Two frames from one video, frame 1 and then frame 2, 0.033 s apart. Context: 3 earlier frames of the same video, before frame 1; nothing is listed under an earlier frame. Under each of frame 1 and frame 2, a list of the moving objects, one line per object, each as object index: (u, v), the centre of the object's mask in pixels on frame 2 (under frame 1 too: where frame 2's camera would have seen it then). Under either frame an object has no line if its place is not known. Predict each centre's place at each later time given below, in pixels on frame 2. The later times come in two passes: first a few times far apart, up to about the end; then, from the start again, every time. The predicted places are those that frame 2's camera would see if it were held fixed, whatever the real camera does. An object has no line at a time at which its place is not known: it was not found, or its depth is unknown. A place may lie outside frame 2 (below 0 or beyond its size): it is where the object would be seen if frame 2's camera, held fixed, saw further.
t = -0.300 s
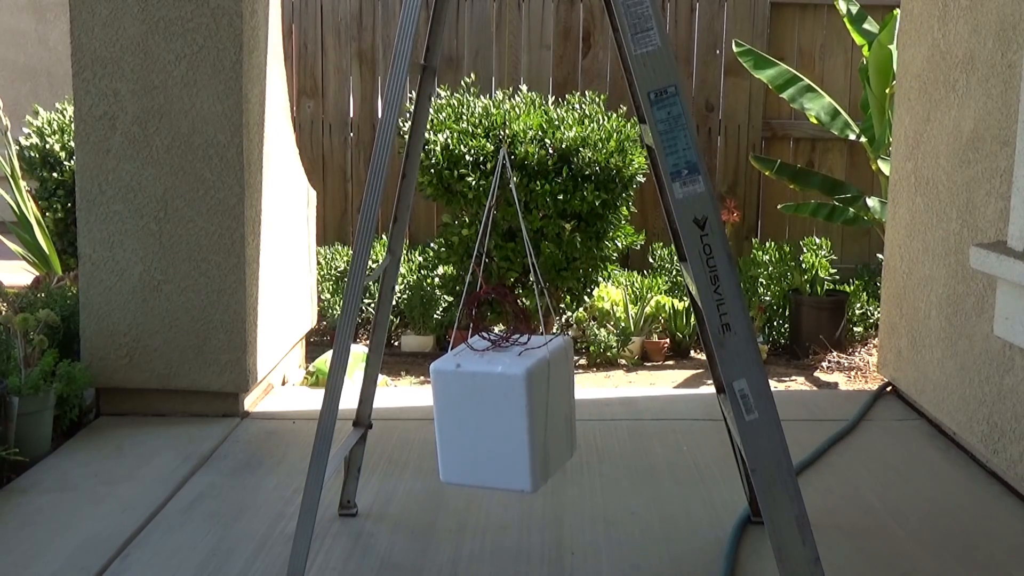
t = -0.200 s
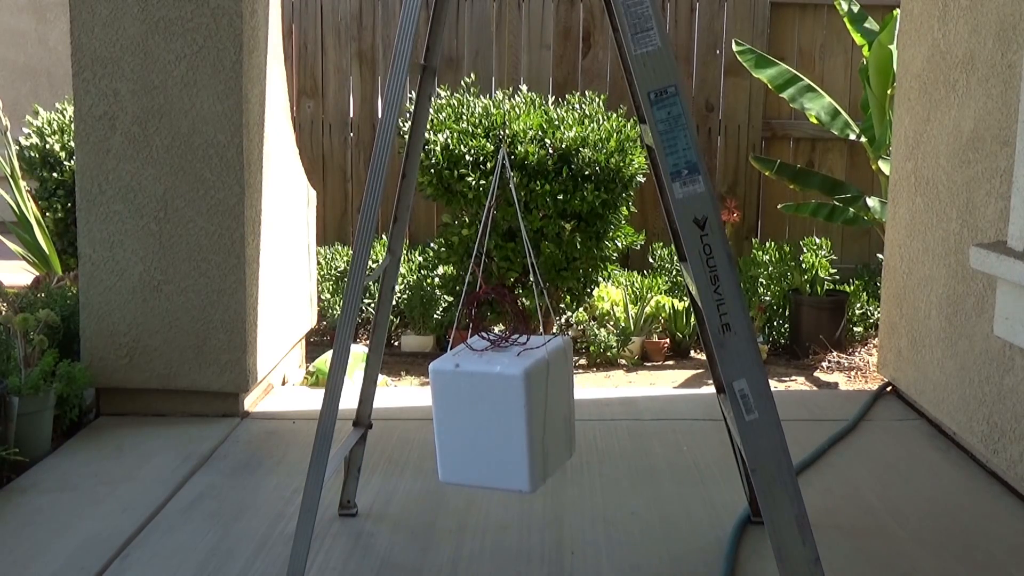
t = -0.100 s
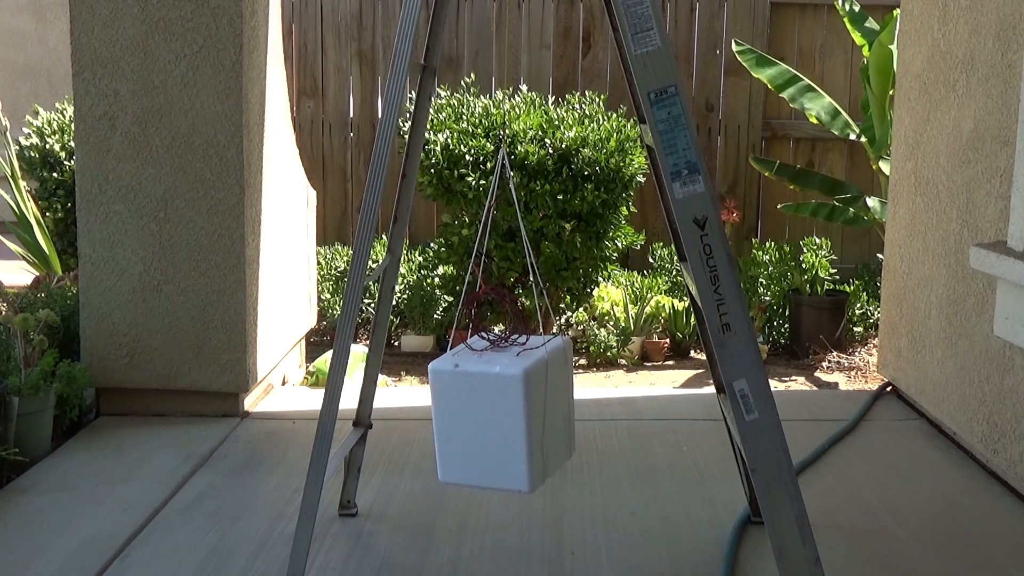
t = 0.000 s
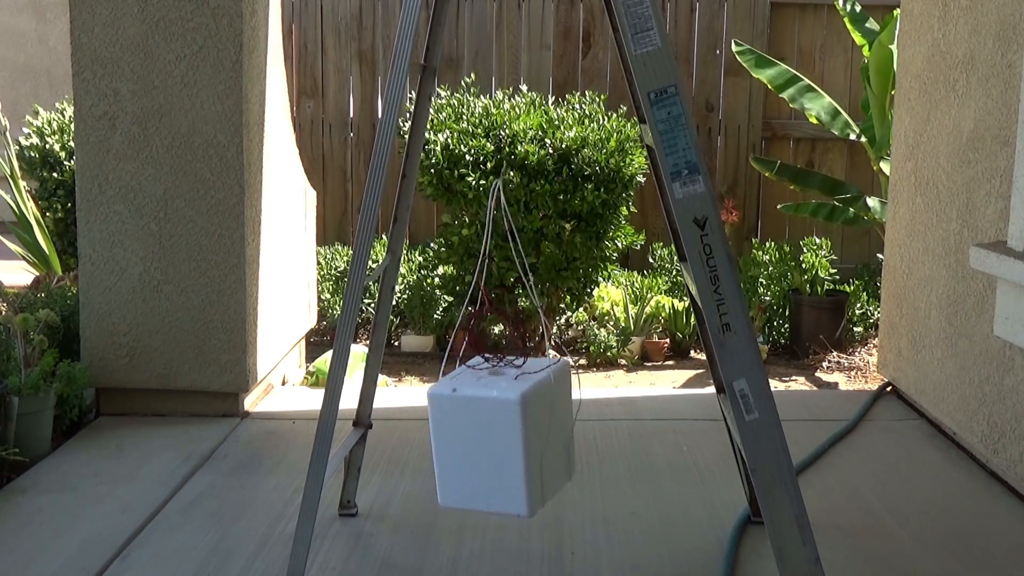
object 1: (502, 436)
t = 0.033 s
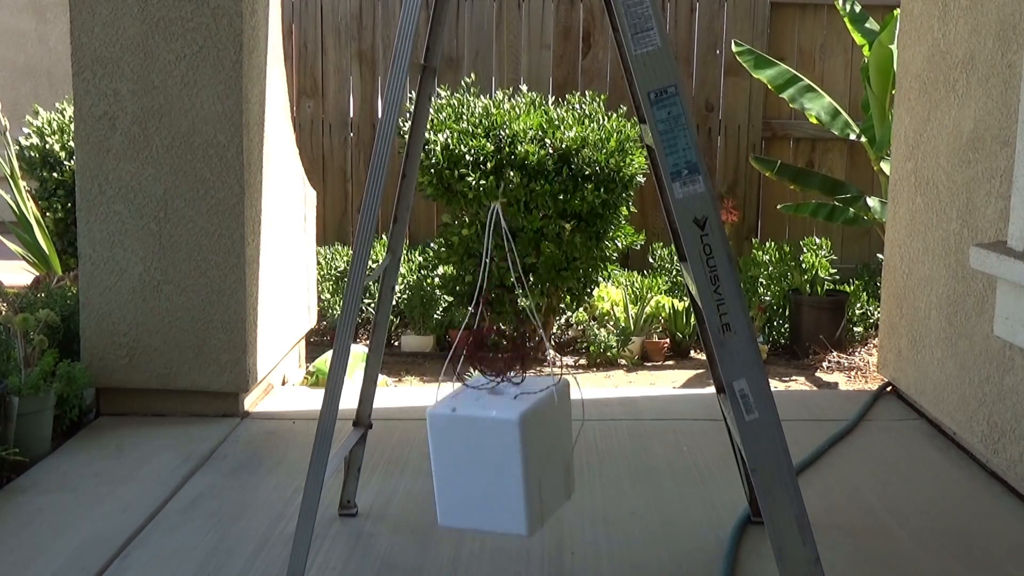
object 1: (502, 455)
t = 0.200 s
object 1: (512, 519)
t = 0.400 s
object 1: (521, 523)
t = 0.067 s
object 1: (501, 481)
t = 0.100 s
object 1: (502, 508)
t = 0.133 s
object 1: (504, 525)
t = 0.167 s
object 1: (509, 523)
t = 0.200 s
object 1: (512, 519)
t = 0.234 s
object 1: (516, 521)
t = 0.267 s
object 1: (520, 521)
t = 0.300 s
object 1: (521, 523)
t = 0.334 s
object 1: (520, 524)
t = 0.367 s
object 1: (520, 523)
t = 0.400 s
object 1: (521, 523)
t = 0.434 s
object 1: (521, 524)
